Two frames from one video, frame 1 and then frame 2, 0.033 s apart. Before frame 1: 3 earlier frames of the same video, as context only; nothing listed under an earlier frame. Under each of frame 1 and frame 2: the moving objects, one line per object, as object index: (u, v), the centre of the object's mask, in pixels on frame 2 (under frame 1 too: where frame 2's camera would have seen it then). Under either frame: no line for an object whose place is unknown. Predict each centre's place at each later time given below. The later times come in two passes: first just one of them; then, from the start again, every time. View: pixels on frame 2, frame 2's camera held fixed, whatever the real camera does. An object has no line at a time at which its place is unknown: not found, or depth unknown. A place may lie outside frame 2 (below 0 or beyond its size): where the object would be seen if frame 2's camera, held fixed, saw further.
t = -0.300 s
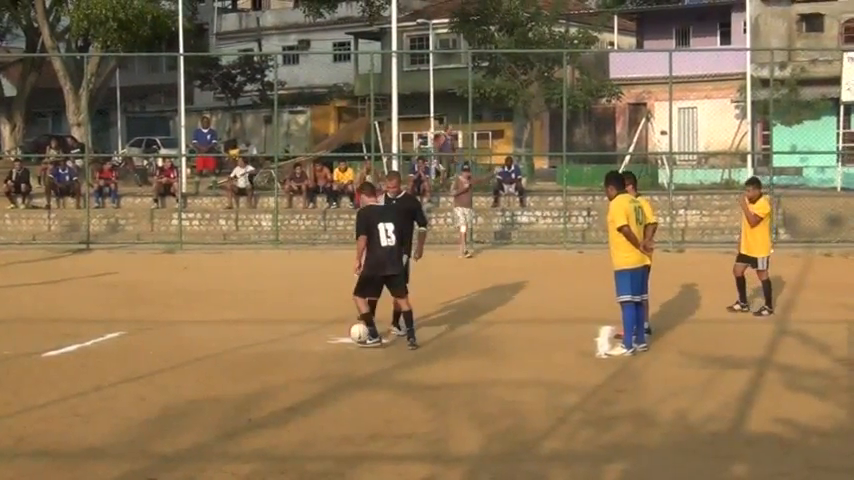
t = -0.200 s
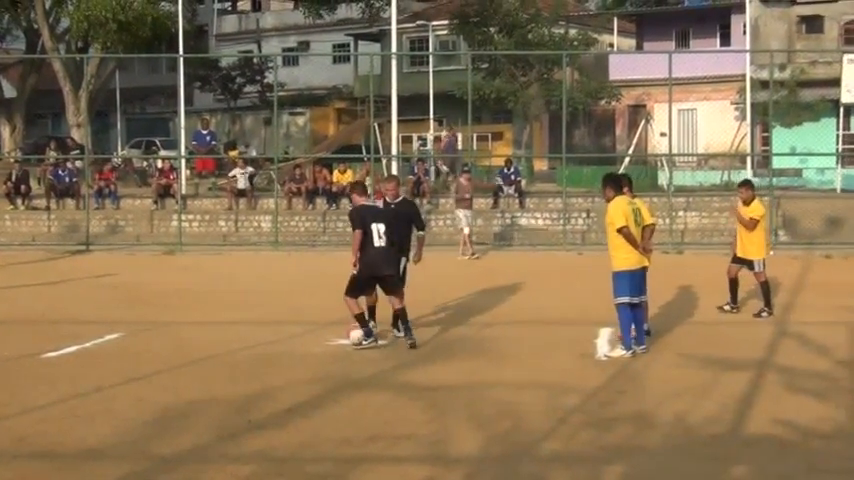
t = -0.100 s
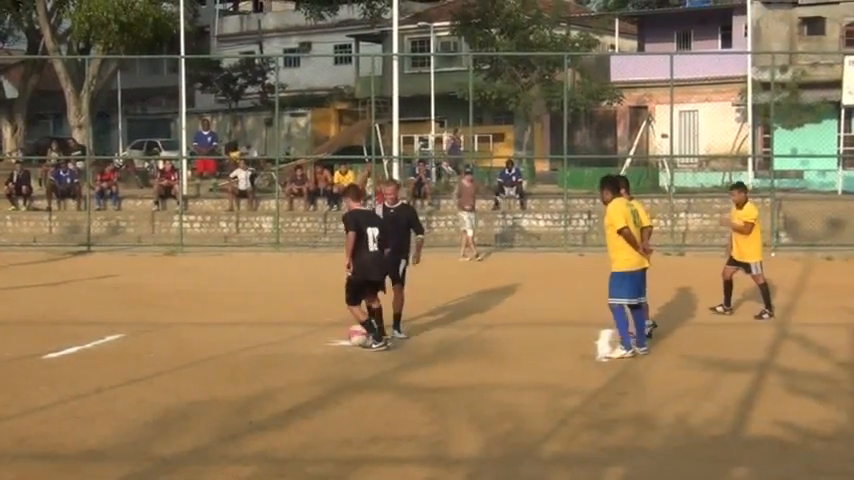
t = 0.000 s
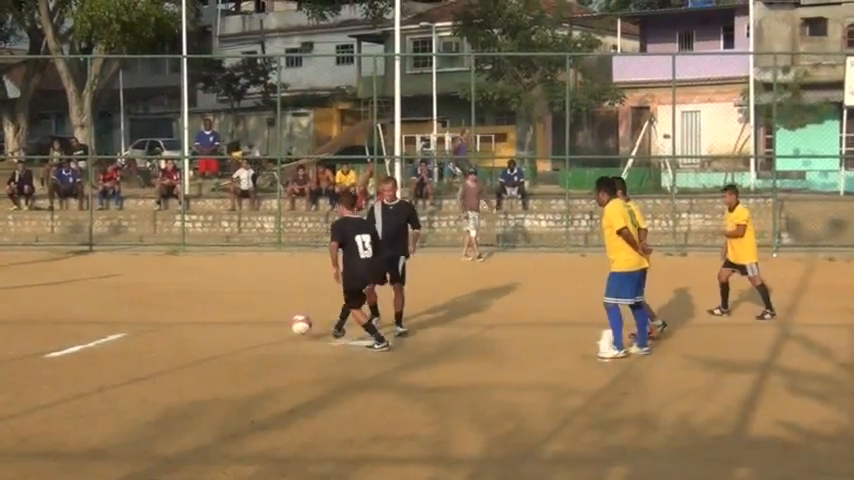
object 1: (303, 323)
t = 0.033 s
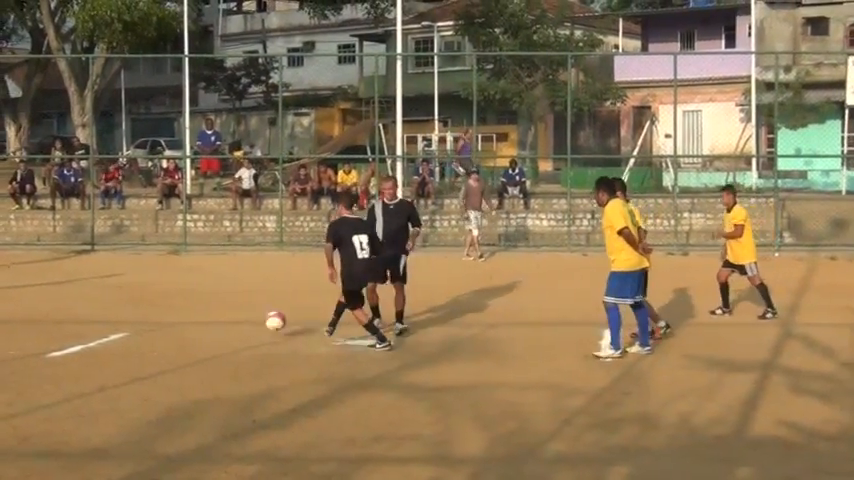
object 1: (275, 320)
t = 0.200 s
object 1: (147, 320)
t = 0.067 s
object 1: (248, 318)
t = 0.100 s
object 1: (222, 317)
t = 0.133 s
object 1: (197, 316)
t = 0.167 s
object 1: (172, 317)
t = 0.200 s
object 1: (147, 320)
